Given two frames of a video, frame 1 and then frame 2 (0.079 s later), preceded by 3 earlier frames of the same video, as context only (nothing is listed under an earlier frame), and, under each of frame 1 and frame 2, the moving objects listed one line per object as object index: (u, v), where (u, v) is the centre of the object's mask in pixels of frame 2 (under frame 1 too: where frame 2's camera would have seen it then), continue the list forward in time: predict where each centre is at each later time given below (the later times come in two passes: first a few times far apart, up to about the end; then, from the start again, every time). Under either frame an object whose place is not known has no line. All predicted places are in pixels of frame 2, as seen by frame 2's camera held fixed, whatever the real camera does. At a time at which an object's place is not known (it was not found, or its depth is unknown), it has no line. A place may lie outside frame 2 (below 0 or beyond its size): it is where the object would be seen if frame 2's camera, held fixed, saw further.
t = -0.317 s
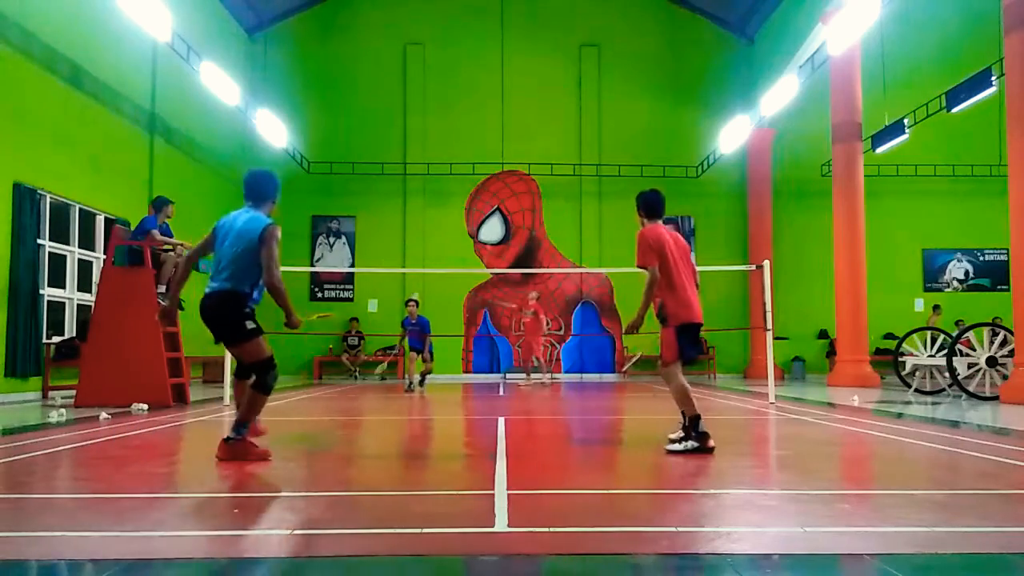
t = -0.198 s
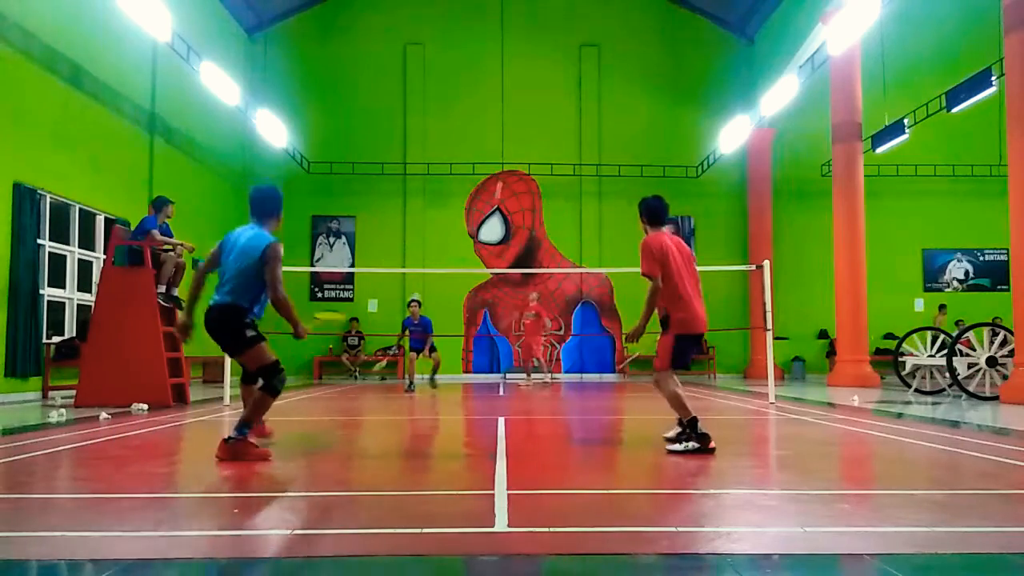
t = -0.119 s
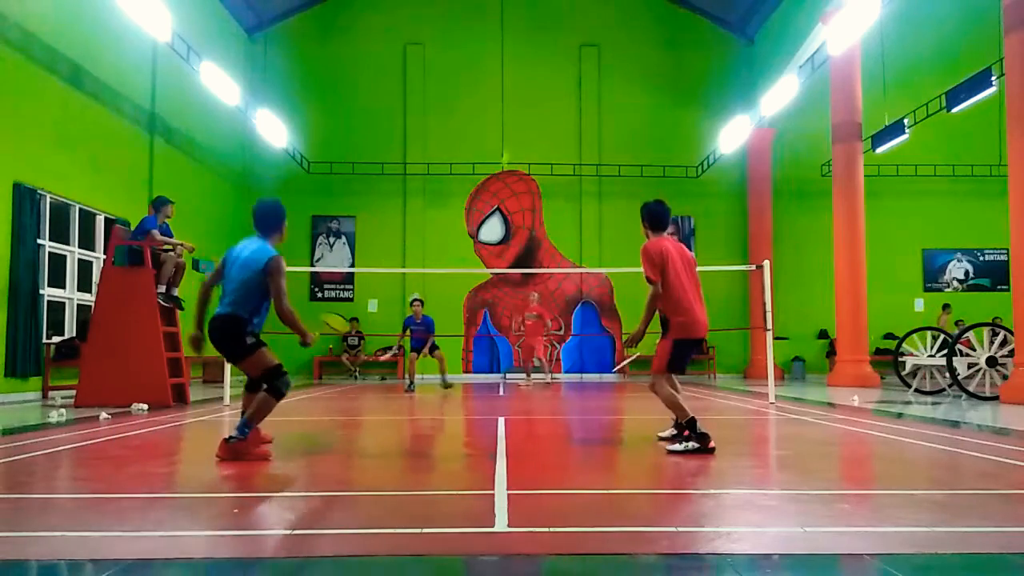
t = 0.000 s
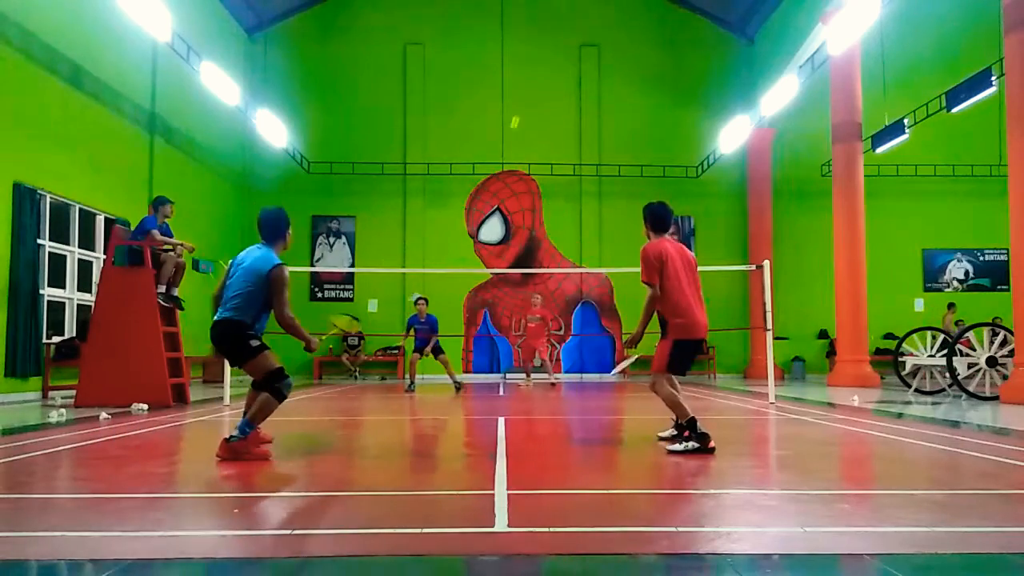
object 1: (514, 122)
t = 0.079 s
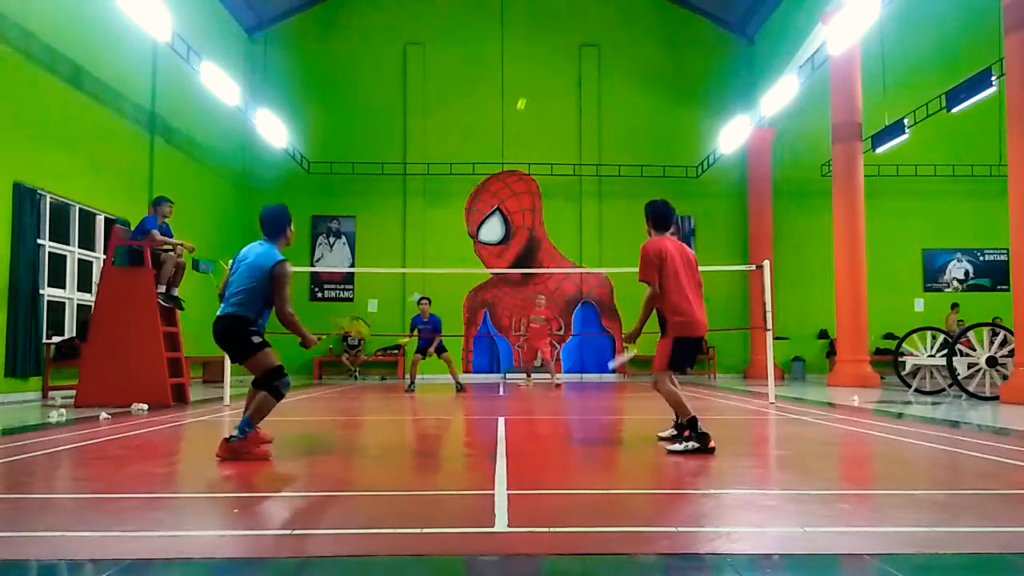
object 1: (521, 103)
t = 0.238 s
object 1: (533, 86)
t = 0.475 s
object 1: (552, 118)
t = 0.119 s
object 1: (524, 97)
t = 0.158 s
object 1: (527, 91)
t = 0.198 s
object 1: (530, 88)
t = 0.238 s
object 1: (533, 86)
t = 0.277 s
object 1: (536, 86)
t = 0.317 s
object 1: (540, 87)
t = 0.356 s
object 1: (543, 91)
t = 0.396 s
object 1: (546, 97)
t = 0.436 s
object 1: (549, 106)
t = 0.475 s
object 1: (552, 118)
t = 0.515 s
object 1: (555, 132)
